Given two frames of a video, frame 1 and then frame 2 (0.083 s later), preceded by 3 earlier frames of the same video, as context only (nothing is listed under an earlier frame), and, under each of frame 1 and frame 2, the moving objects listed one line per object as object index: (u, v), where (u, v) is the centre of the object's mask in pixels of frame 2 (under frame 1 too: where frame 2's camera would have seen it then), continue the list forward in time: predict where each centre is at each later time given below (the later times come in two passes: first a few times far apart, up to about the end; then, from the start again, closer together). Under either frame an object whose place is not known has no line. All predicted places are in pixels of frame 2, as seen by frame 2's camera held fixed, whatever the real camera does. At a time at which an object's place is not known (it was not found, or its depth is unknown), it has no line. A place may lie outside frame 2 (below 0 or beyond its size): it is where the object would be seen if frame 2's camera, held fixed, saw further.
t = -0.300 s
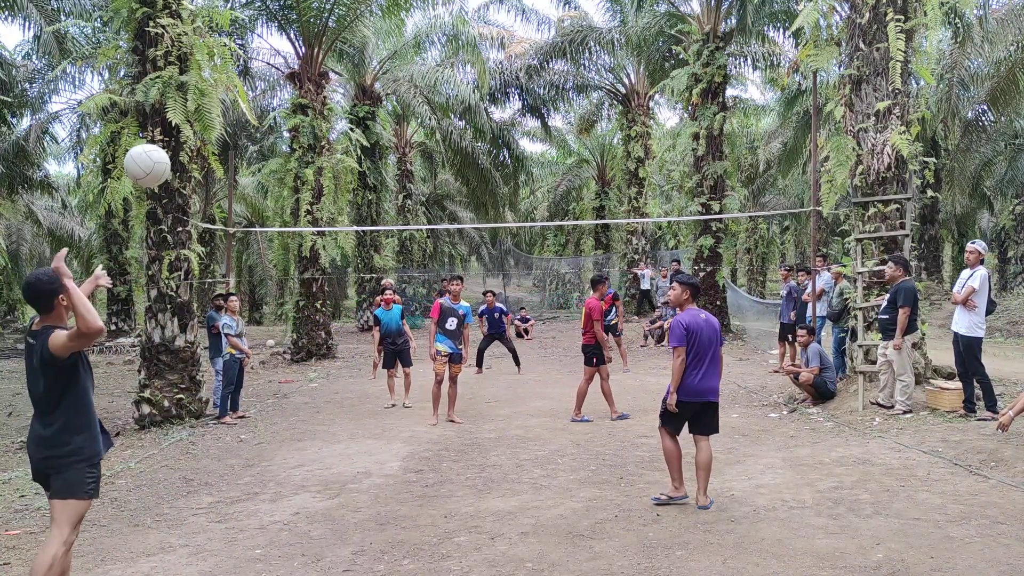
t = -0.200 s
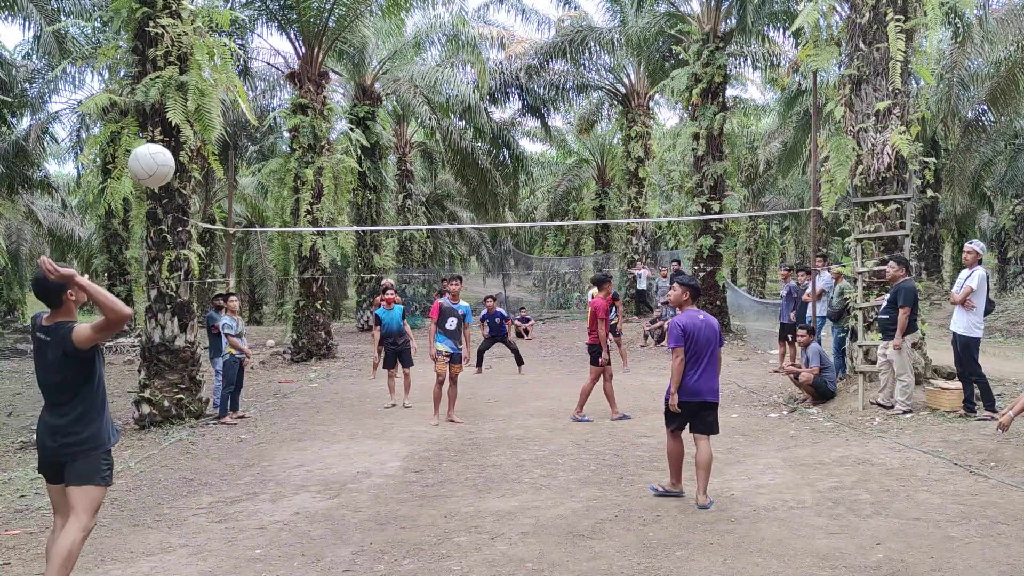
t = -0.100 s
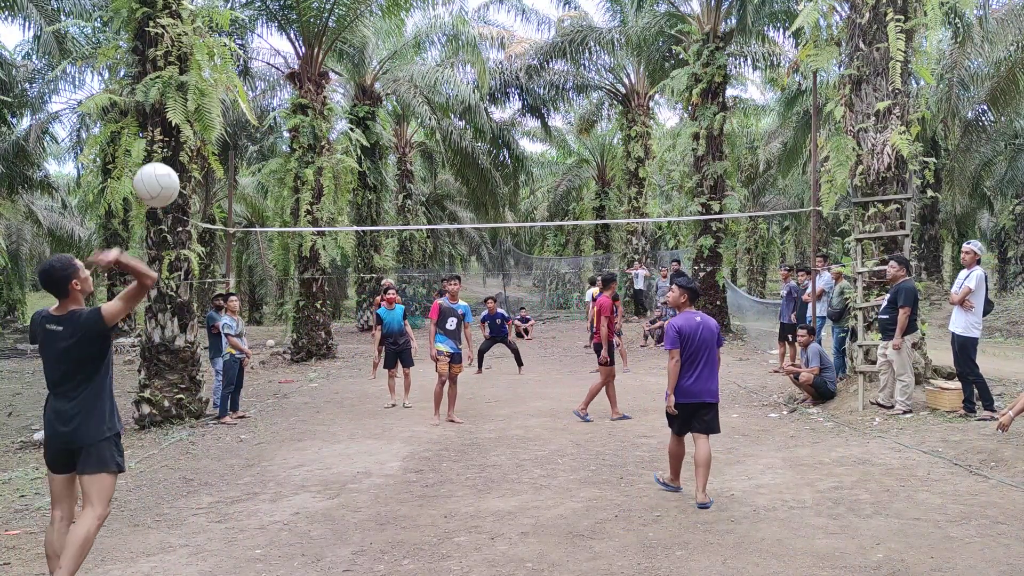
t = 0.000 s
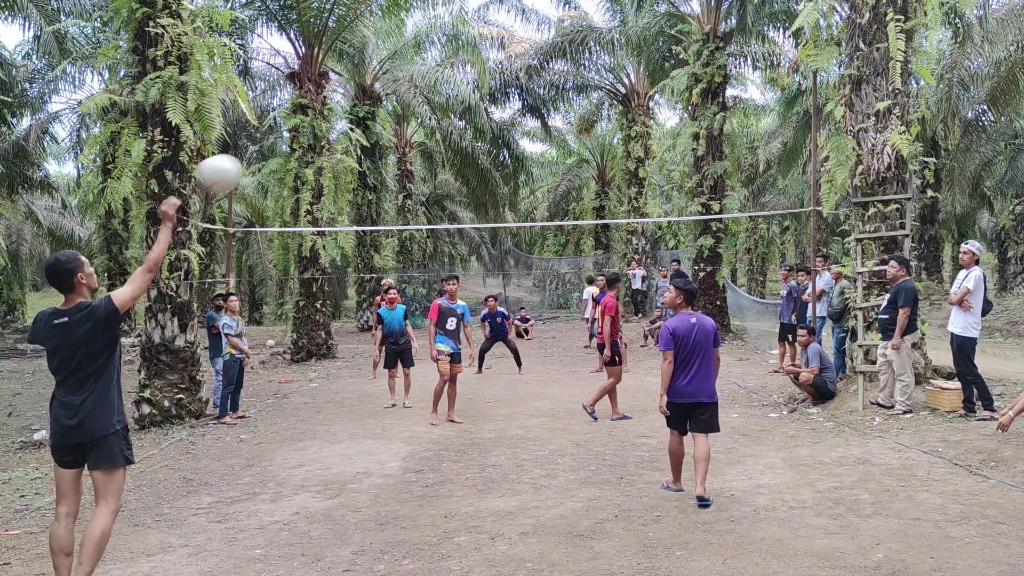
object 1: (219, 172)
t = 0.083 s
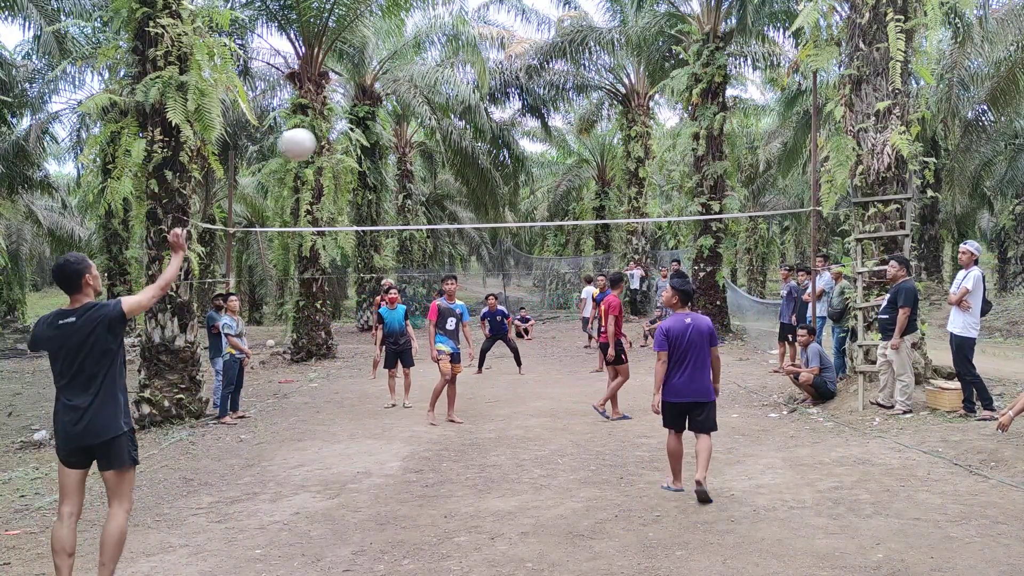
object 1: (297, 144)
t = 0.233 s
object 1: (391, 129)
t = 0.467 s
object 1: (477, 156)
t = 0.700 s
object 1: (527, 211)
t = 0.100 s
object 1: (310, 140)
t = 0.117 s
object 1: (322, 138)
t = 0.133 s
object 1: (333, 135)
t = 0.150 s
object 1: (344, 132)
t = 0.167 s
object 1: (354, 131)
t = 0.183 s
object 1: (364, 130)
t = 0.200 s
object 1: (373, 130)
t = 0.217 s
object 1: (382, 129)
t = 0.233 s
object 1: (391, 129)
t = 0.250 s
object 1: (398, 130)
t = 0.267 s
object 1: (406, 130)
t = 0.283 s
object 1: (413, 131)
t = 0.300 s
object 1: (420, 132)
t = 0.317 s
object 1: (427, 134)
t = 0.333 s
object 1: (434, 135)
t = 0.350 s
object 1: (440, 138)
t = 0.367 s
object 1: (446, 140)
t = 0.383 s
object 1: (451, 142)
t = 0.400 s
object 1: (457, 145)
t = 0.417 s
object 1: (462, 147)
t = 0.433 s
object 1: (467, 150)
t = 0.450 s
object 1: (472, 153)
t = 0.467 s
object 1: (477, 156)
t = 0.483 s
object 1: (481, 159)
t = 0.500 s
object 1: (486, 163)
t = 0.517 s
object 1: (490, 166)
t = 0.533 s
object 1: (494, 170)
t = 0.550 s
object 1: (498, 174)
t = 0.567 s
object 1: (502, 178)
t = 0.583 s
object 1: (505, 181)
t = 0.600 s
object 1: (509, 185)
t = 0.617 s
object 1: (512, 189)
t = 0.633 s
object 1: (515, 194)
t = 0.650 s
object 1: (518, 197)
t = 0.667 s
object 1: (521, 202)
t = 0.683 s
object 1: (524, 206)
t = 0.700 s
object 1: (527, 211)
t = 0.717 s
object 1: (529, 215)
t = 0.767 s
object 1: (538, 229)
